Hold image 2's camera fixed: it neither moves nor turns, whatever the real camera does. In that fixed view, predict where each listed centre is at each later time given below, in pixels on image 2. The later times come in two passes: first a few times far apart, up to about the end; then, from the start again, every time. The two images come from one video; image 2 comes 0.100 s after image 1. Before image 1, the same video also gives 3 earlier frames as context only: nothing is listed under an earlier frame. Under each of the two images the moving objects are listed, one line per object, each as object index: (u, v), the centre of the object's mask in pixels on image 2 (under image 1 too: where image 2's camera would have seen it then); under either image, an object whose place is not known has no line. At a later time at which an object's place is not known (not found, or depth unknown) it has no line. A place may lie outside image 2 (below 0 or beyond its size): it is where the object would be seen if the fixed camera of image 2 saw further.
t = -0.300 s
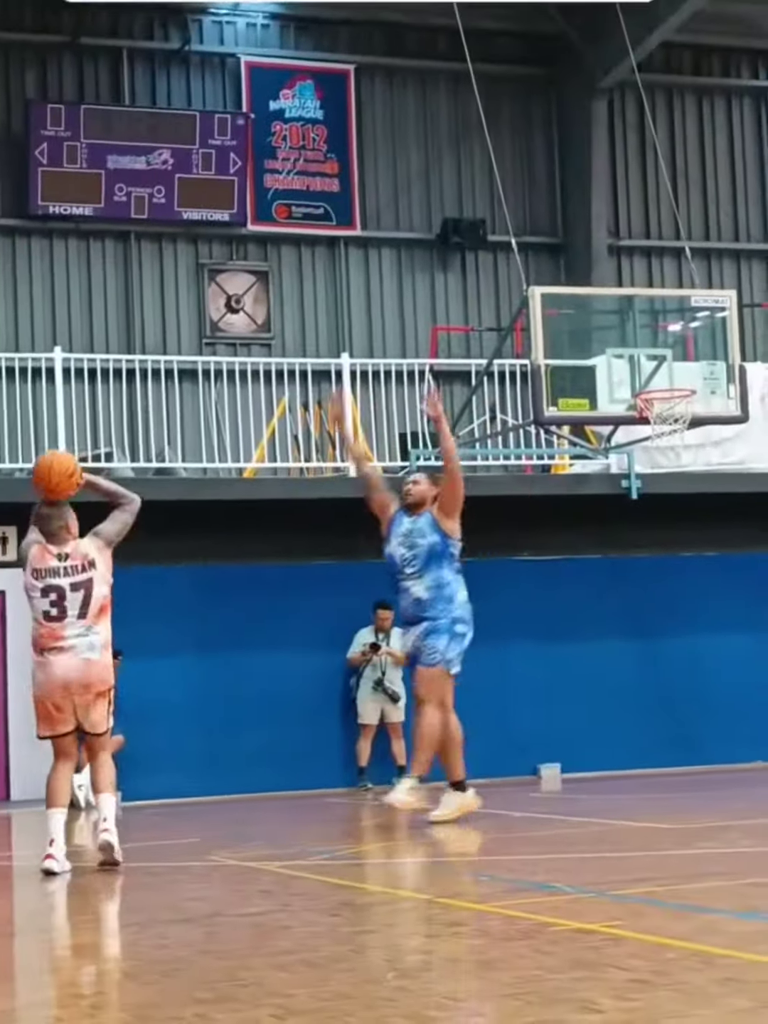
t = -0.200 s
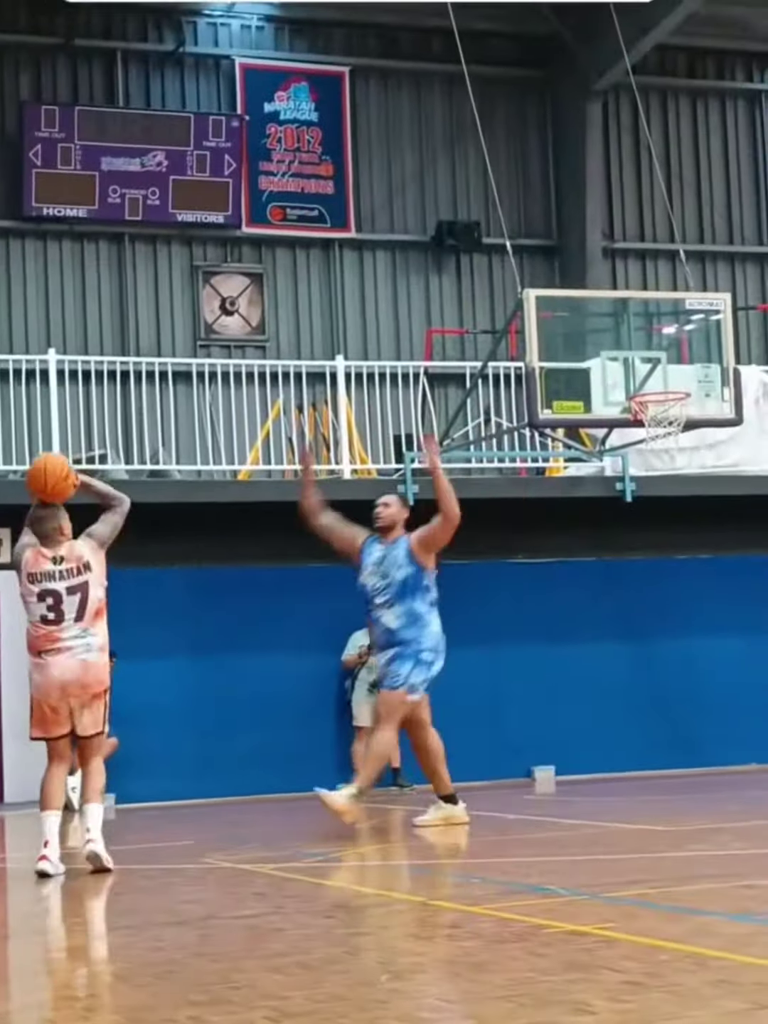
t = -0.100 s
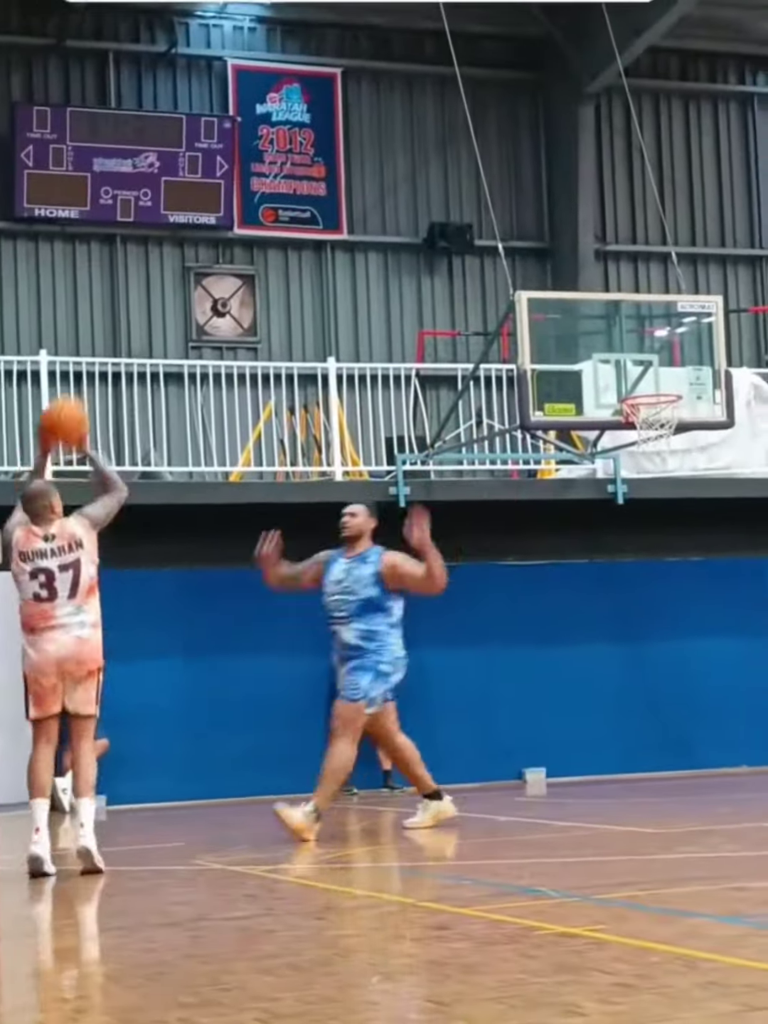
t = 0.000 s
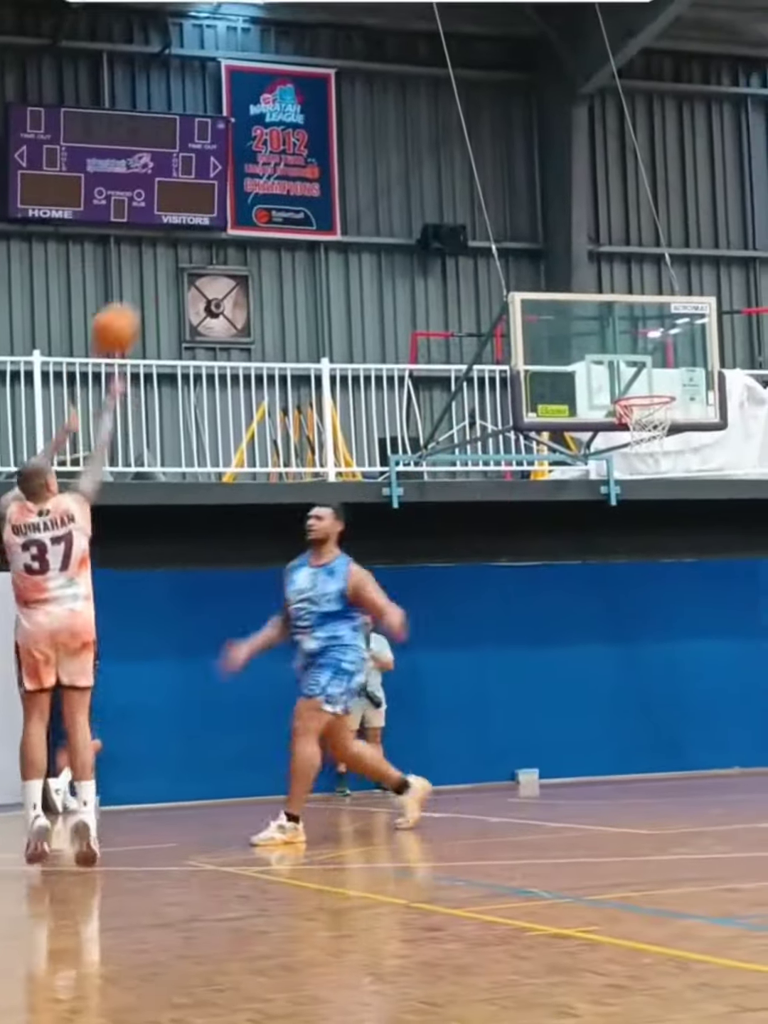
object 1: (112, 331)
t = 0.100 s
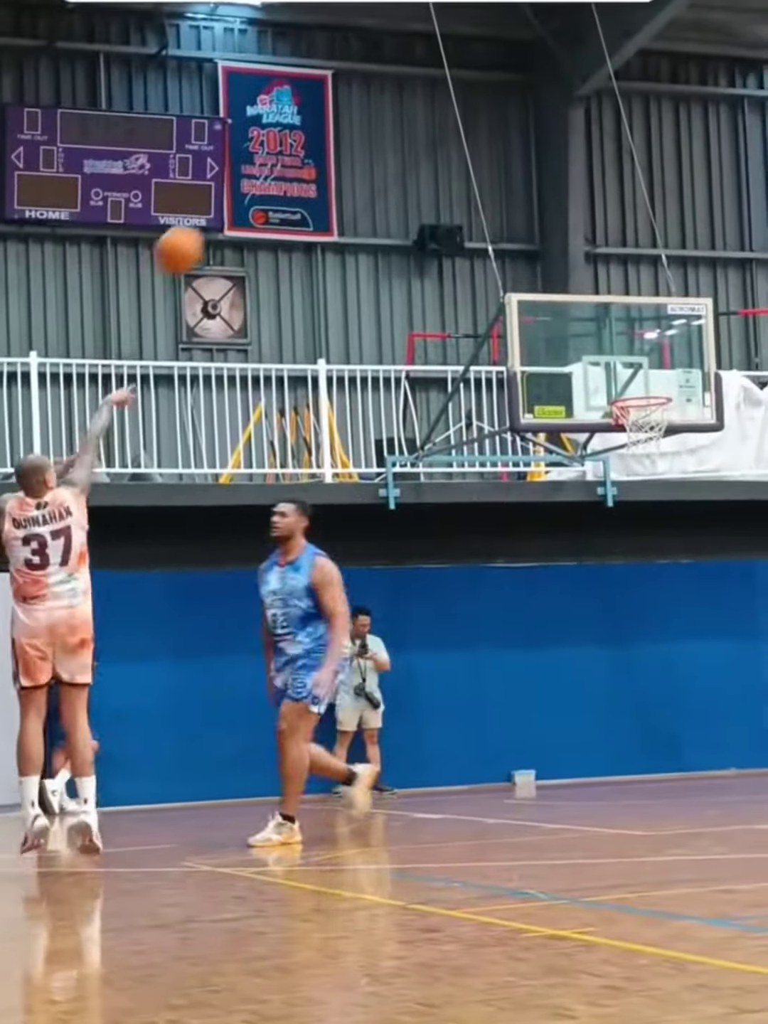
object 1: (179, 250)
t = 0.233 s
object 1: (262, 179)
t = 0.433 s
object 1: (370, 136)
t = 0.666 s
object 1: (478, 164)
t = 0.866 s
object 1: (559, 240)
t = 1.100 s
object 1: (642, 376)
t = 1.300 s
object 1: (613, 427)
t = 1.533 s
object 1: (601, 458)
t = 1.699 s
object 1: (593, 522)
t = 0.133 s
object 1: (201, 227)
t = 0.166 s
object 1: (222, 208)
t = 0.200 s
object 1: (243, 191)
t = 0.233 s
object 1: (262, 179)
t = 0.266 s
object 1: (281, 165)
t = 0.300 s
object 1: (301, 155)
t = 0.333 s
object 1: (318, 148)
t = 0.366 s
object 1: (336, 142)
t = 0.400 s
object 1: (354, 139)
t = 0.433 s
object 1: (370, 136)
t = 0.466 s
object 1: (386, 136)
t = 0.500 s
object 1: (402, 137)
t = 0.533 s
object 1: (418, 139)
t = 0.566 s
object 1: (433, 144)
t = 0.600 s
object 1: (448, 149)
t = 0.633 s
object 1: (463, 156)
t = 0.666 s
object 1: (478, 164)
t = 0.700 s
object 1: (492, 174)
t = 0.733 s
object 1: (506, 185)
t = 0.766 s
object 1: (520, 197)
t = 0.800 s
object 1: (533, 210)
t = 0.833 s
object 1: (546, 224)
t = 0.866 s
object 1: (559, 240)
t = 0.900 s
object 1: (571, 256)
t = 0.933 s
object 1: (583, 273)
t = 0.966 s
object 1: (596, 291)
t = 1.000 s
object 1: (608, 314)
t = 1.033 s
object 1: (620, 332)
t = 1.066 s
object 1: (631, 353)
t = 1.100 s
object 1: (642, 376)
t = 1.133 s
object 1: (653, 400)
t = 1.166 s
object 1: (641, 415)
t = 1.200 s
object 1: (625, 428)
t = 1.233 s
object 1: (618, 429)
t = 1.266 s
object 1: (614, 429)
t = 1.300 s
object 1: (613, 427)
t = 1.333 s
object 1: (611, 427)
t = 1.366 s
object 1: (609, 429)
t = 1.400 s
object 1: (607, 431)
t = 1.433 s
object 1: (605, 435)
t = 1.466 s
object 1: (603, 440)
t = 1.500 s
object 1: (602, 448)
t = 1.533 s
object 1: (601, 458)
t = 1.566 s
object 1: (599, 467)
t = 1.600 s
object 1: (597, 480)
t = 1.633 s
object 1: (596, 494)
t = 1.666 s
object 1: (594, 507)
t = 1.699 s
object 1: (593, 522)
